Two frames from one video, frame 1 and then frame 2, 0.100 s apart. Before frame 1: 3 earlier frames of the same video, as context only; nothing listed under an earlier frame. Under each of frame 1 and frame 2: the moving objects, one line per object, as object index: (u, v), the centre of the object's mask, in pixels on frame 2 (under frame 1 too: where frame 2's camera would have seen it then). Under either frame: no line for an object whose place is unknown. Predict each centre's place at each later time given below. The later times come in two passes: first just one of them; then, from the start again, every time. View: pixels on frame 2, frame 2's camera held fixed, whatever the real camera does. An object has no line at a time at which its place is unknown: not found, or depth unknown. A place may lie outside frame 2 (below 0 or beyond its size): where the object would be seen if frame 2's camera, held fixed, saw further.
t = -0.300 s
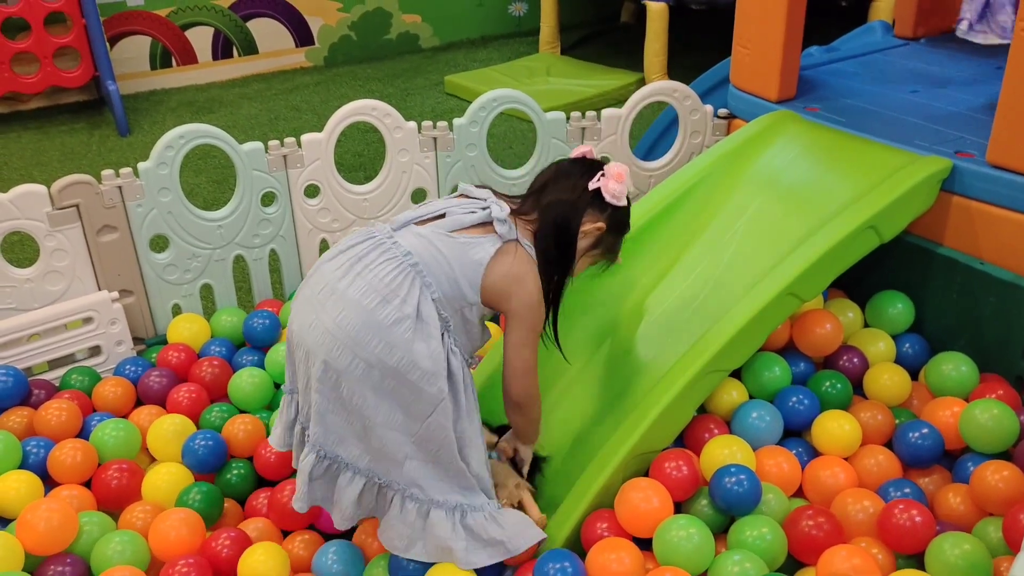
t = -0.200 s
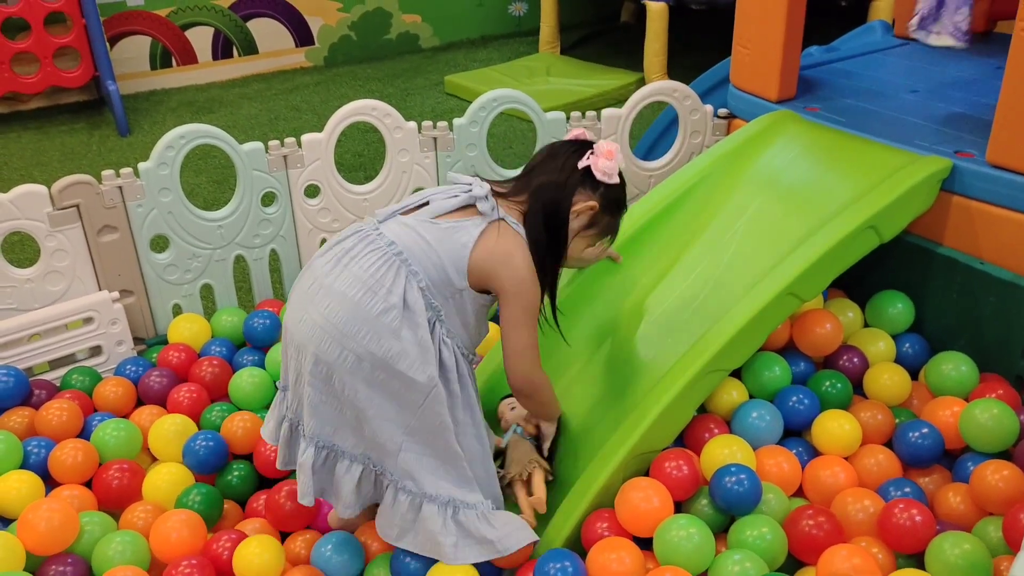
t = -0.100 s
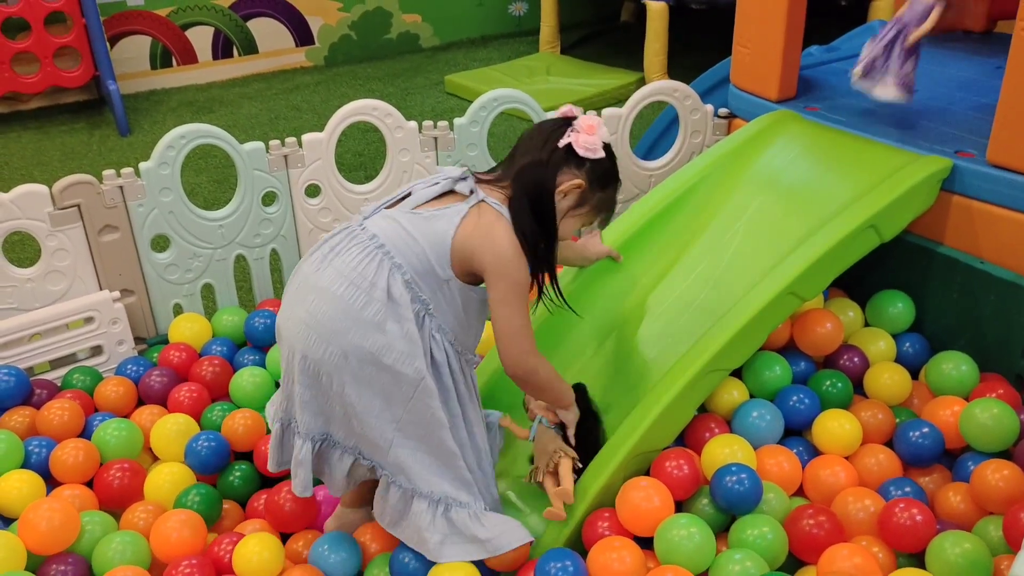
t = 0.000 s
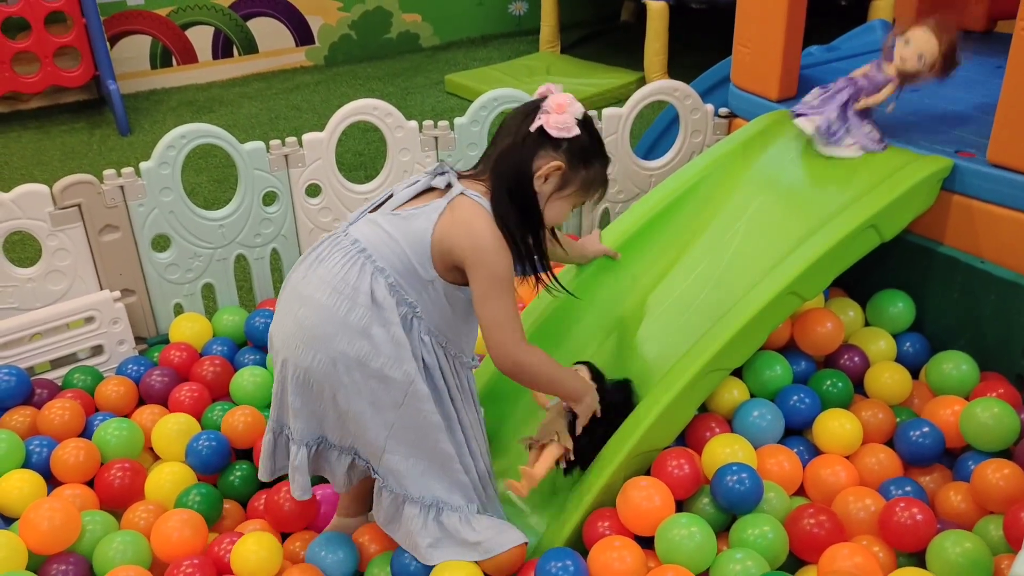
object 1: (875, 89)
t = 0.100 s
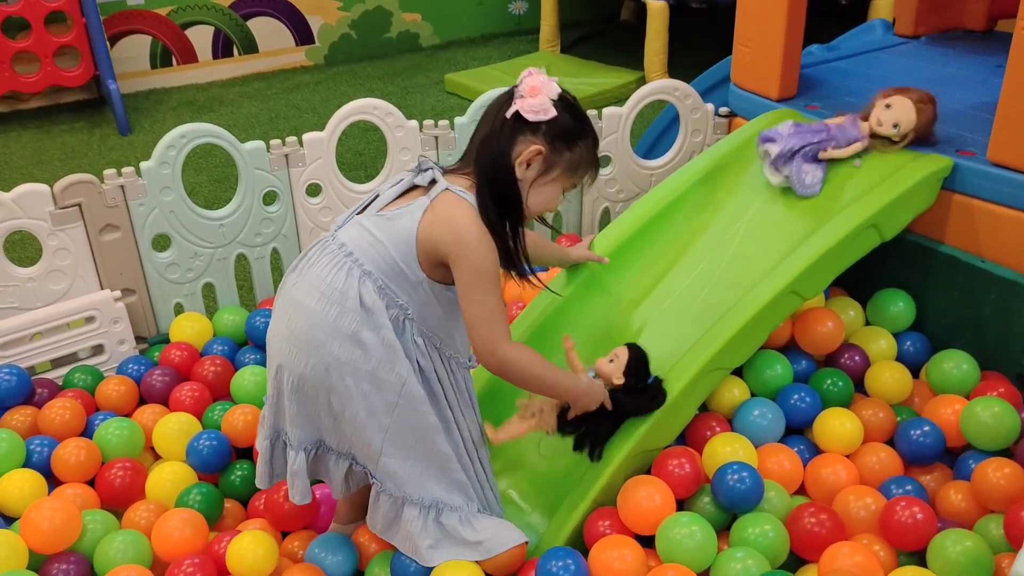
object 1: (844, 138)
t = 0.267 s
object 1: (787, 203)
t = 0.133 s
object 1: (839, 146)
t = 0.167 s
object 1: (829, 155)
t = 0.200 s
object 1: (816, 168)
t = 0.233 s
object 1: (802, 184)
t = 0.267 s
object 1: (787, 203)
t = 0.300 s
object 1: (772, 222)
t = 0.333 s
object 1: (753, 243)
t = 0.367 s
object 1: (732, 267)
